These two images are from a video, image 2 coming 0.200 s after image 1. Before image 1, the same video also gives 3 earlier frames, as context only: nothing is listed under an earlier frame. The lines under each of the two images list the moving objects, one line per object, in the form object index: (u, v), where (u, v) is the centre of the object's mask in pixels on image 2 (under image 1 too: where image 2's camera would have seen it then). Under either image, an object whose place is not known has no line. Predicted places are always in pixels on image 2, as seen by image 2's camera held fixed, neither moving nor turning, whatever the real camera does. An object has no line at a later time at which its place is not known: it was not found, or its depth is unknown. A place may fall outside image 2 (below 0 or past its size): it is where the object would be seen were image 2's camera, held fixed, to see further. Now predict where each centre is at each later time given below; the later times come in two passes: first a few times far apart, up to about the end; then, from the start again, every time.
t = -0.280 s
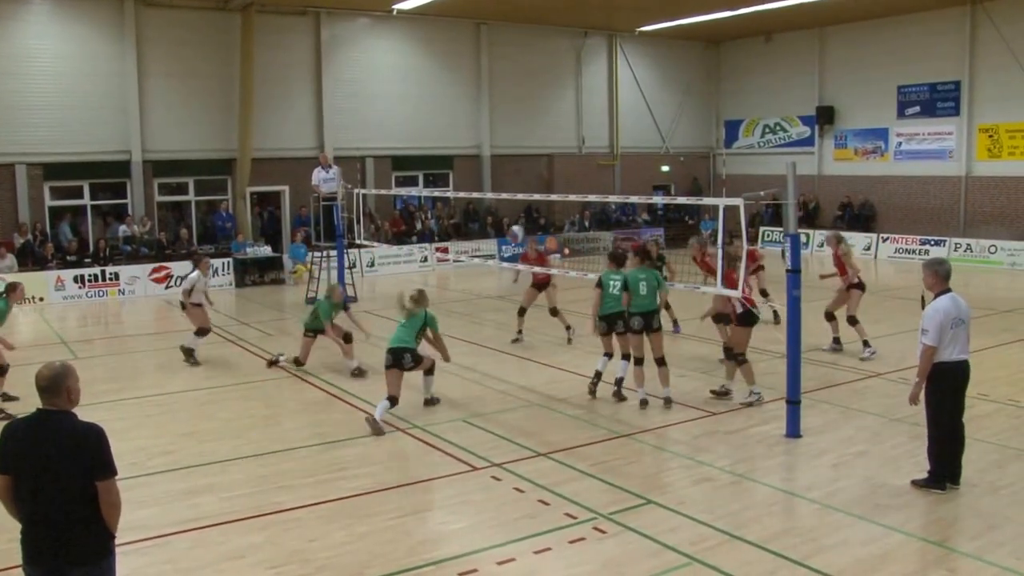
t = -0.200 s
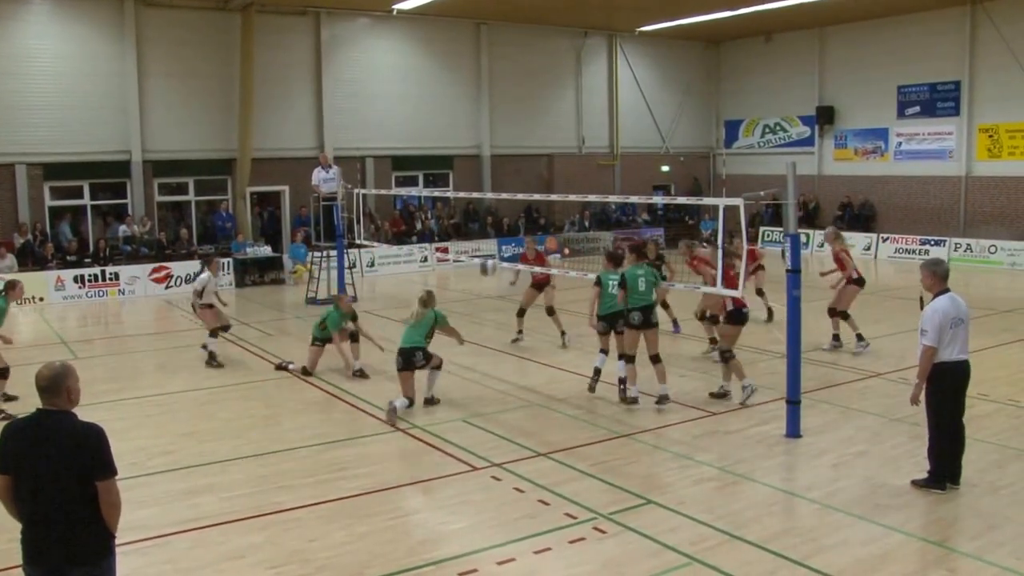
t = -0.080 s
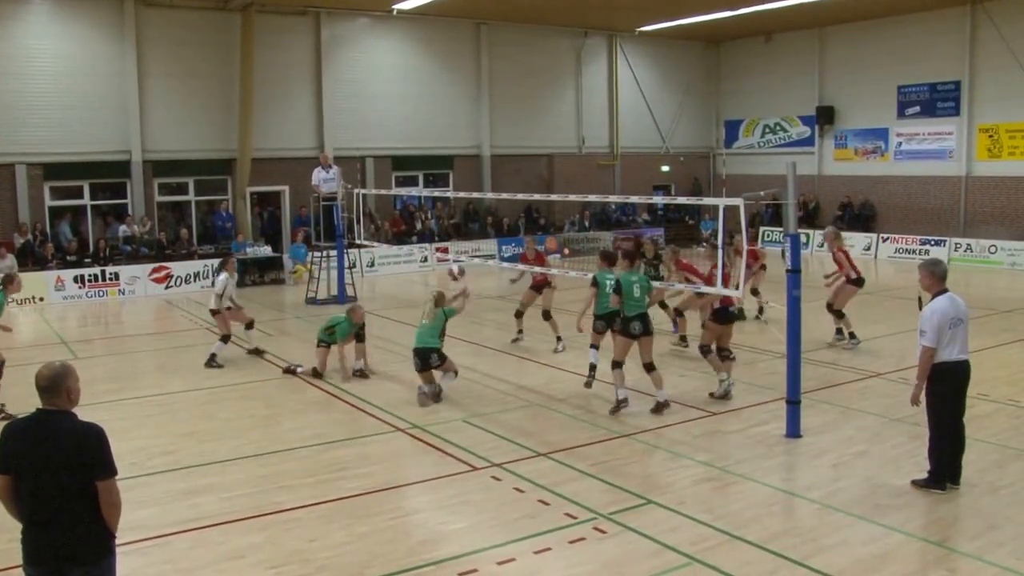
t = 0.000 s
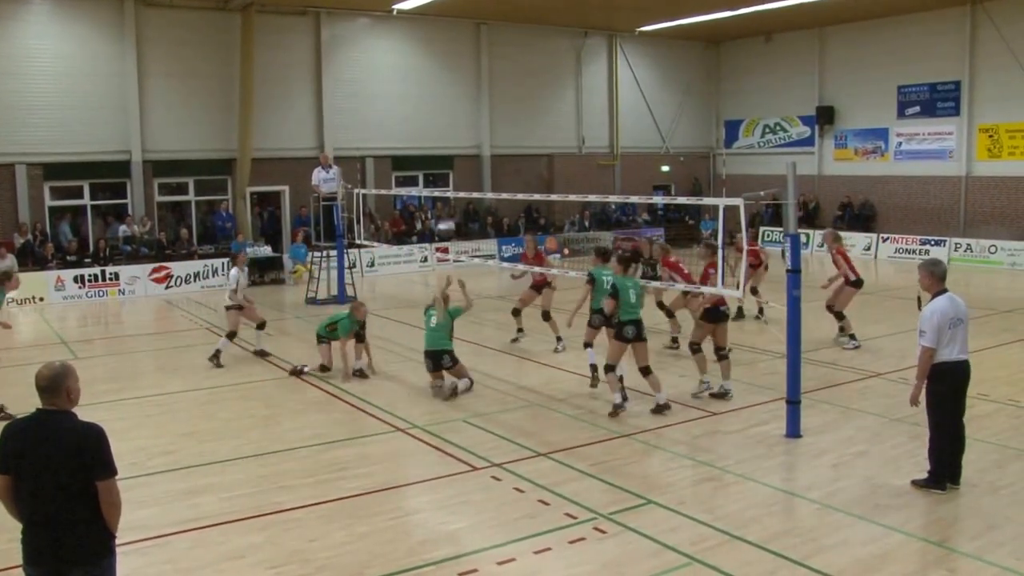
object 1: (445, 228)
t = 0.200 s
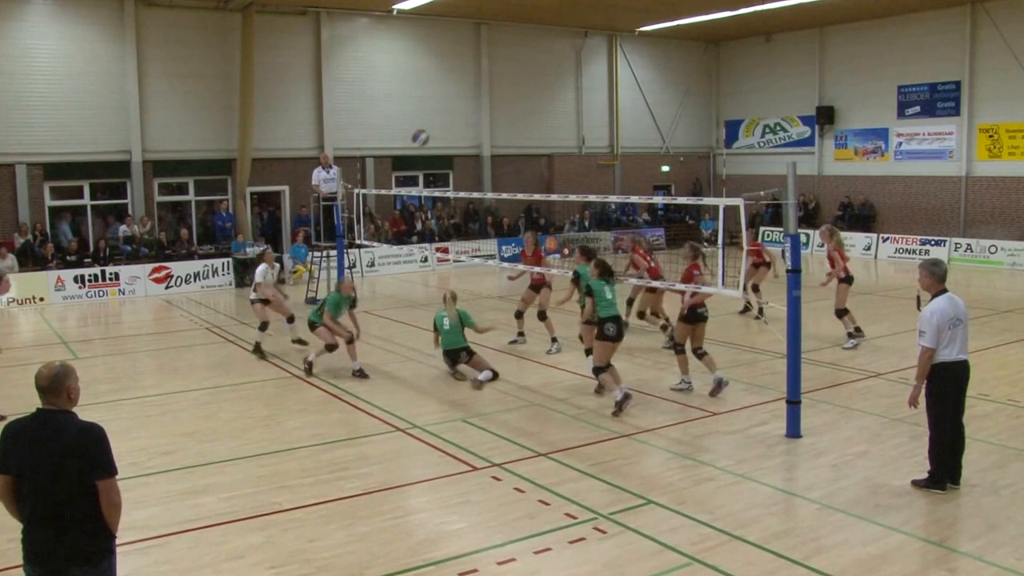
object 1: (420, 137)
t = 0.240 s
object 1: (415, 123)
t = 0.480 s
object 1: (384, 67)
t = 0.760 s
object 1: (351, 62)
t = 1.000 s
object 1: (323, 110)
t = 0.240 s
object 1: (415, 123)
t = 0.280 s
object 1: (409, 110)
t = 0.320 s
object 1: (404, 99)
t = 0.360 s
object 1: (399, 89)
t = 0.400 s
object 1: (395, 80)
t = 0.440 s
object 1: (389, 72)
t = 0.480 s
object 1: (384, 67)
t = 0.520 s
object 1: (379, 62)
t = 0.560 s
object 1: (374, 59)
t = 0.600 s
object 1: (370, 56)
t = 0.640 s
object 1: (365, 55)
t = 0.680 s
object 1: (360, 57)
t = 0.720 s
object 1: (355, 59)
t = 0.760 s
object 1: (351, 62)
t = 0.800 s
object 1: (346, 67)
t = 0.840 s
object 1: (341, 73)
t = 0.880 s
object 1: (337, 80)
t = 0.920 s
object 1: (332, 88)
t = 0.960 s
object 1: (328, 98)
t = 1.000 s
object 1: (323, 110)
